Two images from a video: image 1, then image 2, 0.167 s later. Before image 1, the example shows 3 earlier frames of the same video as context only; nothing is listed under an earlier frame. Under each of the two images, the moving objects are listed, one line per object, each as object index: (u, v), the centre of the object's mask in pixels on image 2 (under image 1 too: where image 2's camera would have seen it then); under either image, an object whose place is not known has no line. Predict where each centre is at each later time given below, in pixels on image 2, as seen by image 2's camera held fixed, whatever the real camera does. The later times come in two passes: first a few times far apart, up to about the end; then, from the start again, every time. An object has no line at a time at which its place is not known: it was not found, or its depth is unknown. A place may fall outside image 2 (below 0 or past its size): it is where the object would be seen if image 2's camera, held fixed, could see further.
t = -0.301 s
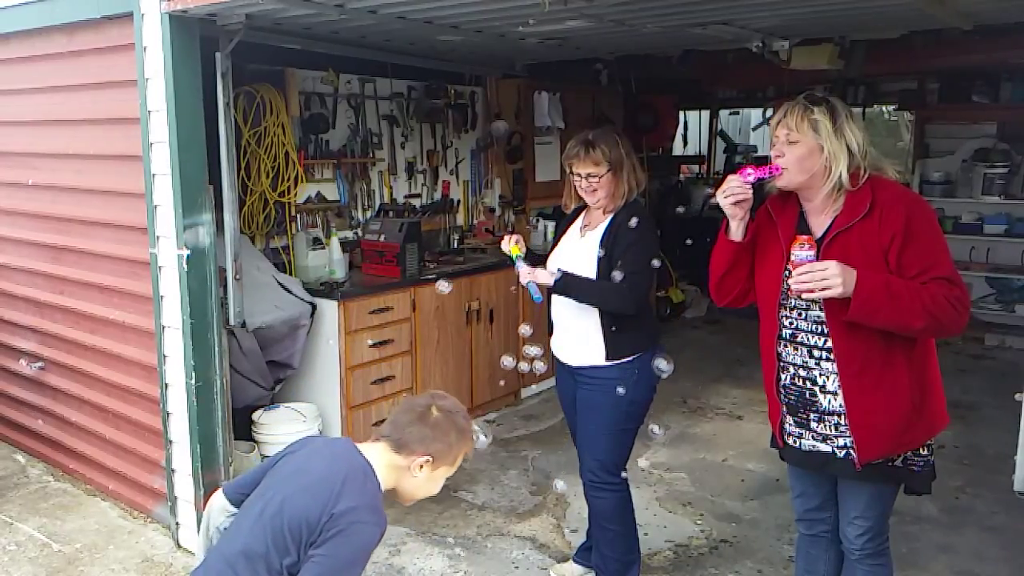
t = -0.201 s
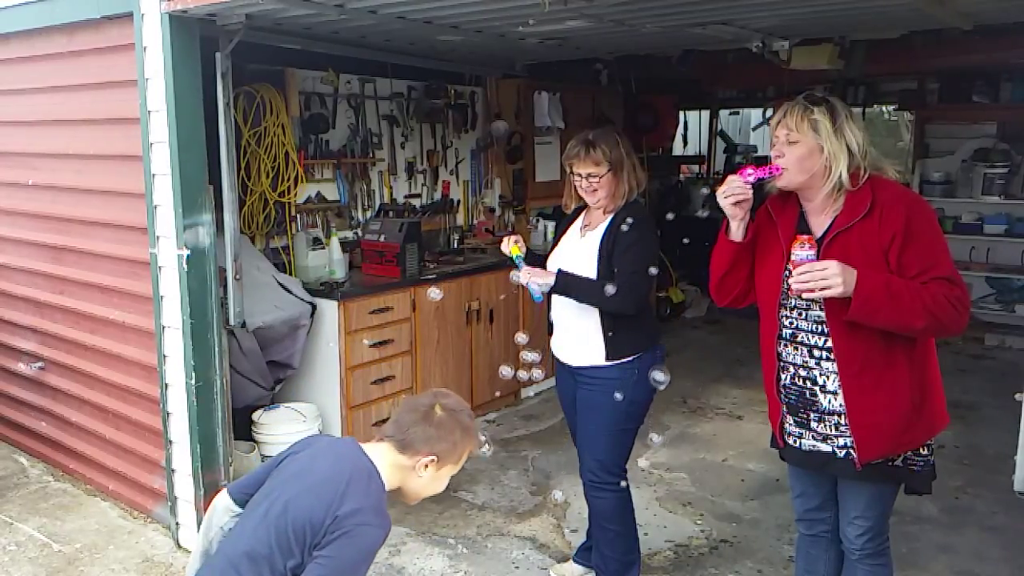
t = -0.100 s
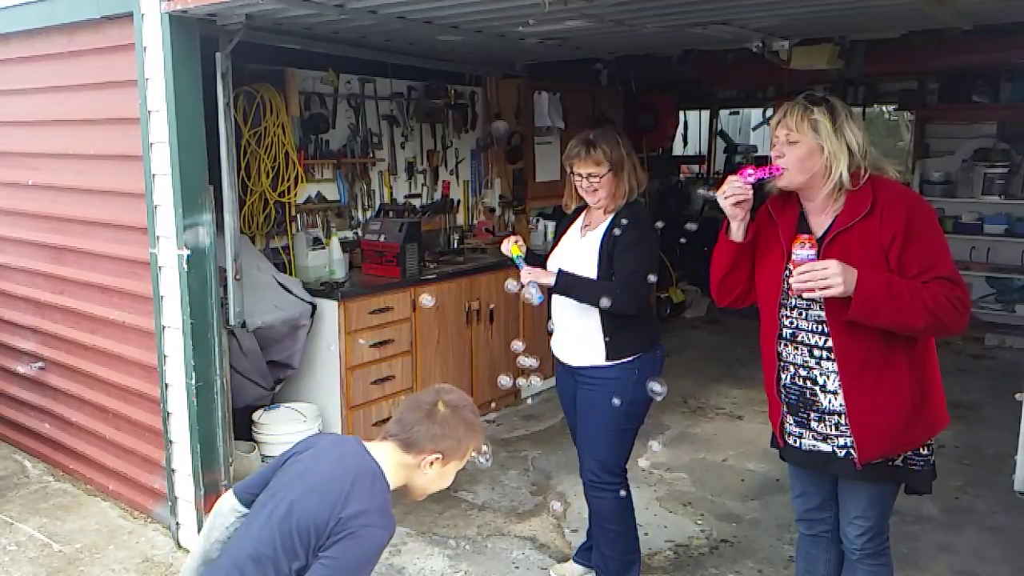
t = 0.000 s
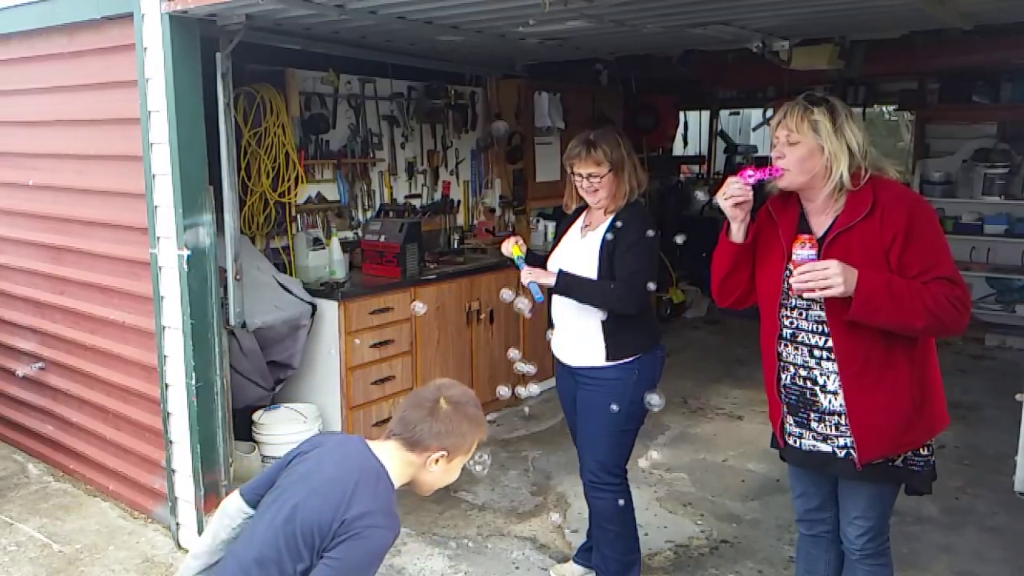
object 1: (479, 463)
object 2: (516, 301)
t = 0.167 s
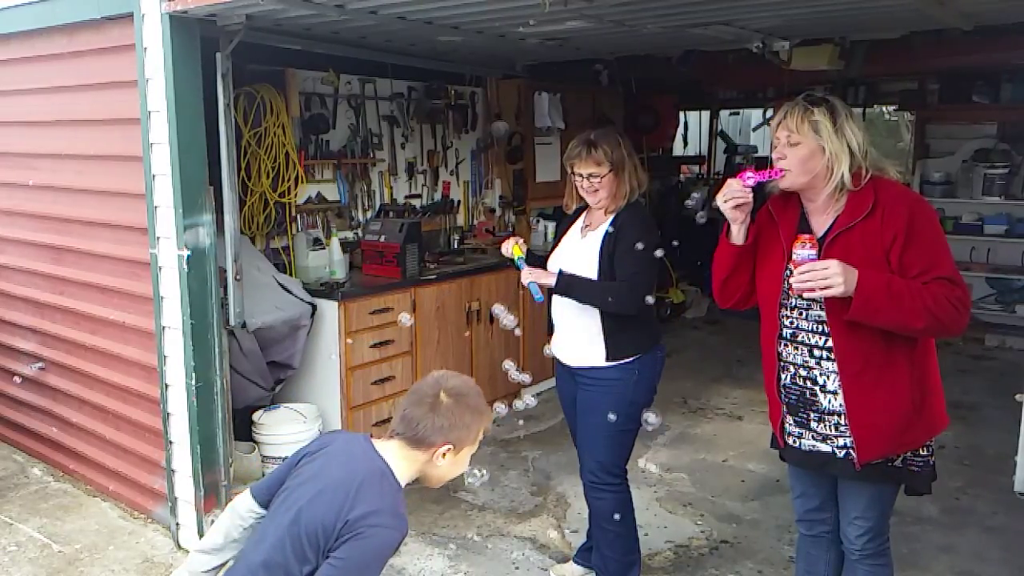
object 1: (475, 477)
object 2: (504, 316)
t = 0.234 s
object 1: (474, 480)
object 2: (500, 323)
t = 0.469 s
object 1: (468, 500)
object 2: (482, 344)
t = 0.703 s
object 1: (465, 517)
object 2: (463, 363)
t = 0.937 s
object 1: (463, 538)
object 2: (444, 387)
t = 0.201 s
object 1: (474, 478)
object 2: (502, 319)
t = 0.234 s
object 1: (474, 480)
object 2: (500, 323)
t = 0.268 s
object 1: (473, 483)
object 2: (497, 326)
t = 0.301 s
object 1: (473, 485)
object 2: (495, 329)
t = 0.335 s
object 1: (471, 488)
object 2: (492, 332)
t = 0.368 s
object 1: (471, 493)
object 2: (490, 335)
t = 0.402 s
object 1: (471, 494)
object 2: (487, 338)
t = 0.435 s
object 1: (469, 497)
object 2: (485, 341)
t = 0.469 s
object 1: (468, 500)
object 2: (482, 344)
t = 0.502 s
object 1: (468, 502)
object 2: (480, 347)
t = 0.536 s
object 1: (467, 503)
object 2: (477, 350)
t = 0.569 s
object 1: (467, 506)
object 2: (474, 352)
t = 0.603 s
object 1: (466, 509)
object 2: (472, 355)
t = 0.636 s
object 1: (466, 511)
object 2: (469, 358)
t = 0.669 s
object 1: (466, 514)
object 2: (466, 360)
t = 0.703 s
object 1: (465, 517)
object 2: (463, 363)
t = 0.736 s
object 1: (464, 520)
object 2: (460, 366)
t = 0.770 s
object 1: (465, 524)
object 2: (457, 370)
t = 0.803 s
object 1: (464, 527)
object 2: (454, 373)
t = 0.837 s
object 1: (464, 529)
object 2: (452, 377)
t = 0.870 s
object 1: (463, 533)
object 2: (449, 380)
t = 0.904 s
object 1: (463, 535)
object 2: (446, 384)
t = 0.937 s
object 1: (463, 538)
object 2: (444, 387)
